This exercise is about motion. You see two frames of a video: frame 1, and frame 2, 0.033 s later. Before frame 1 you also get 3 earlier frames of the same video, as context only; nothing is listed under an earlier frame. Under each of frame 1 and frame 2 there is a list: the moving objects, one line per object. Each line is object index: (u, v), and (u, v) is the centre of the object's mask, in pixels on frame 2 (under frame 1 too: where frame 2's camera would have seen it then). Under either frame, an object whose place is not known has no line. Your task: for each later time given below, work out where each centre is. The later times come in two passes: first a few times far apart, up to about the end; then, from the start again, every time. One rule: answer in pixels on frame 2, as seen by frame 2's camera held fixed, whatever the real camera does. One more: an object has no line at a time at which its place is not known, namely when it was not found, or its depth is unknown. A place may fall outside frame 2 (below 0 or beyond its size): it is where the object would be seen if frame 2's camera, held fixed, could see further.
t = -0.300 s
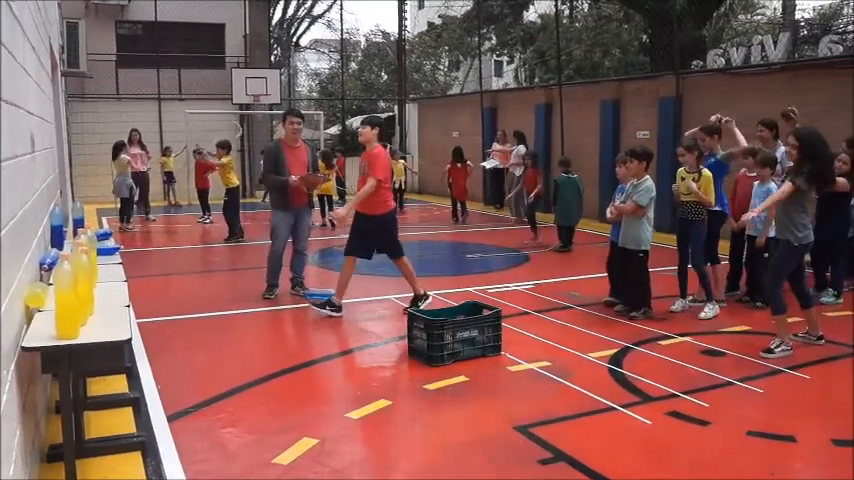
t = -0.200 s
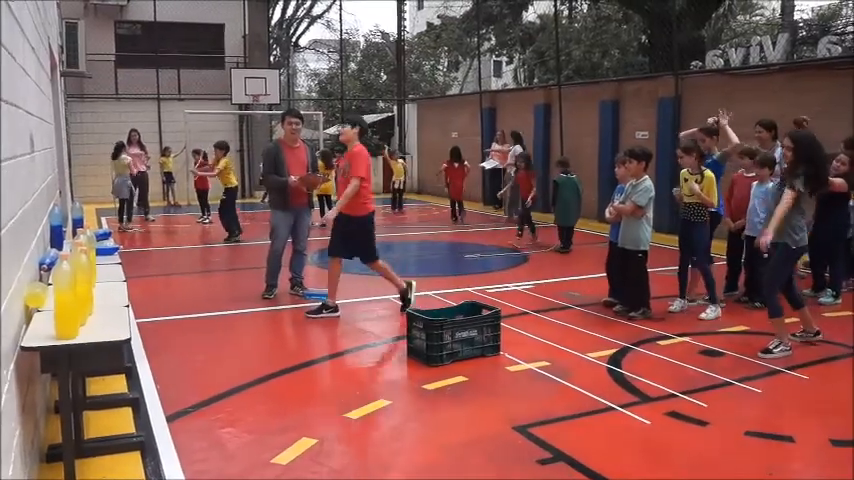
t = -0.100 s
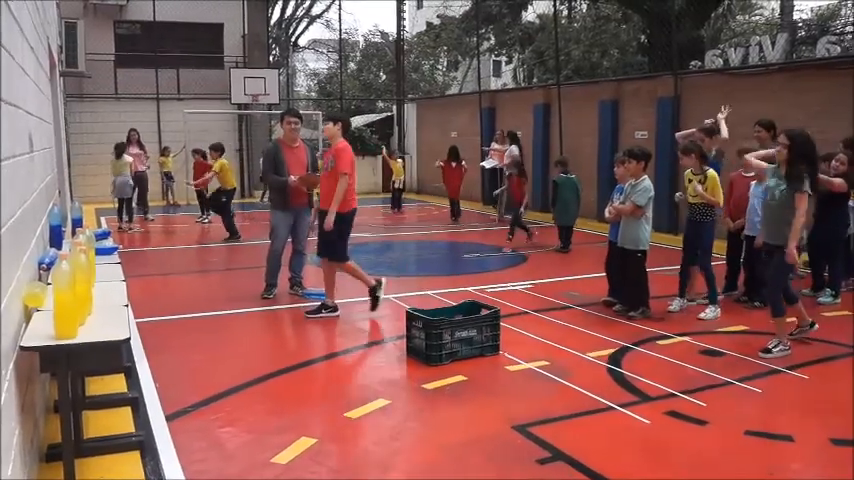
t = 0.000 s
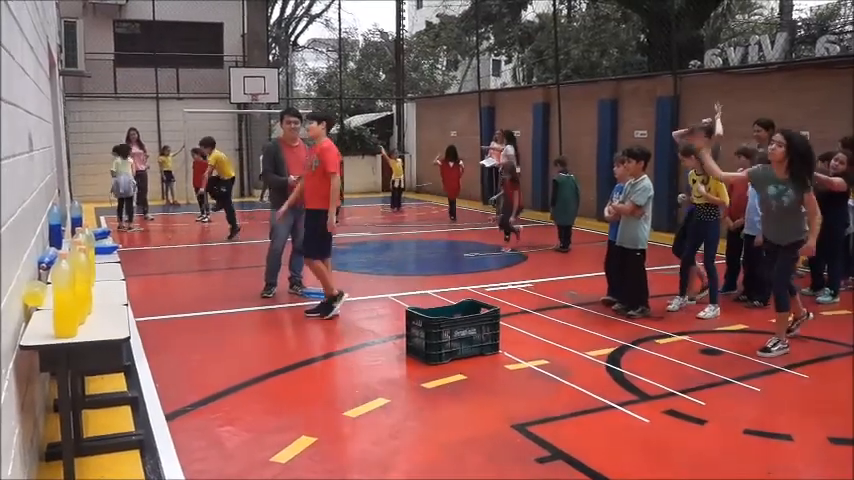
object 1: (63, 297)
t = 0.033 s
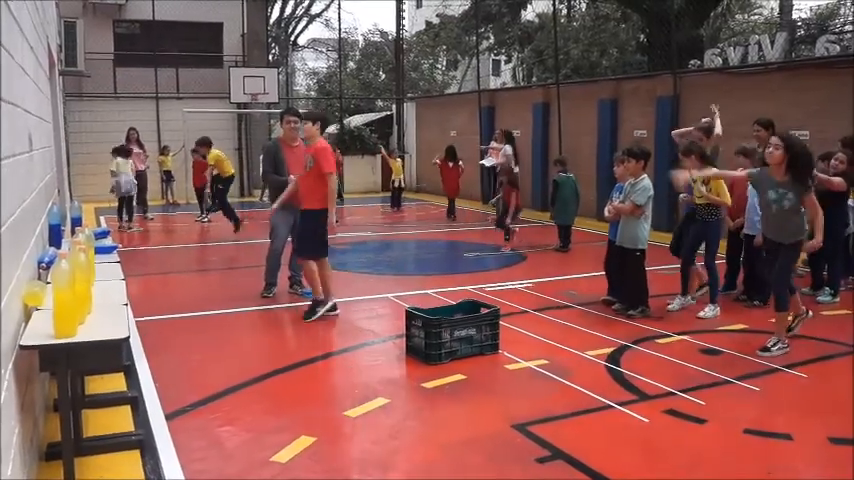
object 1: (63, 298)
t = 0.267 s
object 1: (60, 294)
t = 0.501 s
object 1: (49, 306)
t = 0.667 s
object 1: (67, 327)
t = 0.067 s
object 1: (63, 298)
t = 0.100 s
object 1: (63, 298)
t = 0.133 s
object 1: (63, 298)
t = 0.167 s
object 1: (63, 298)
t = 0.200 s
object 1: (63, 298)
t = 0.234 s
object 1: (63, 298)
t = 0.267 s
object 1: (60, 294)
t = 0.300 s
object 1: (54, 290)
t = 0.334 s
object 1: (48, 287)
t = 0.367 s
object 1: (42, 287)
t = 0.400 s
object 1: (38, 289)
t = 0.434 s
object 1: (41, 291)
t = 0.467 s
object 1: (44, 297)
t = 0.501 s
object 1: (49, 306)
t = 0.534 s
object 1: (53, 318)
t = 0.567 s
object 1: (60, 327)
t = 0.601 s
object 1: (62, 325)
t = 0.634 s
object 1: (64, 325)
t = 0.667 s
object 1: (67, 327)
